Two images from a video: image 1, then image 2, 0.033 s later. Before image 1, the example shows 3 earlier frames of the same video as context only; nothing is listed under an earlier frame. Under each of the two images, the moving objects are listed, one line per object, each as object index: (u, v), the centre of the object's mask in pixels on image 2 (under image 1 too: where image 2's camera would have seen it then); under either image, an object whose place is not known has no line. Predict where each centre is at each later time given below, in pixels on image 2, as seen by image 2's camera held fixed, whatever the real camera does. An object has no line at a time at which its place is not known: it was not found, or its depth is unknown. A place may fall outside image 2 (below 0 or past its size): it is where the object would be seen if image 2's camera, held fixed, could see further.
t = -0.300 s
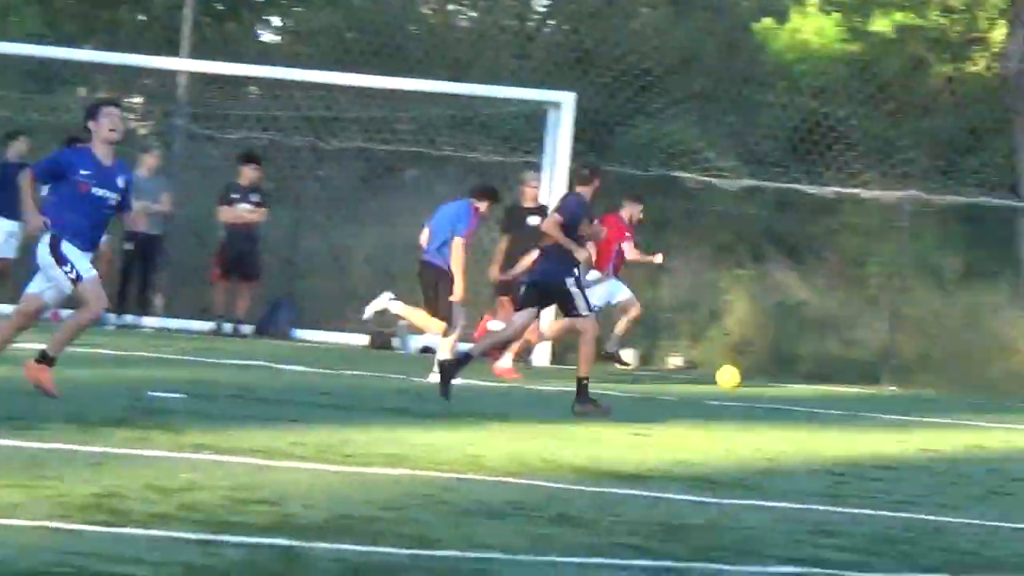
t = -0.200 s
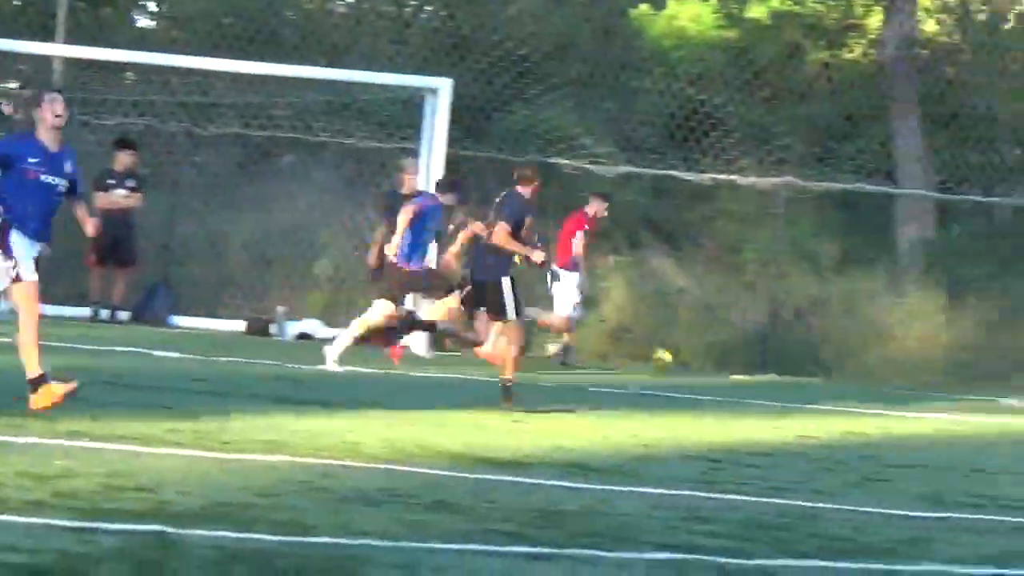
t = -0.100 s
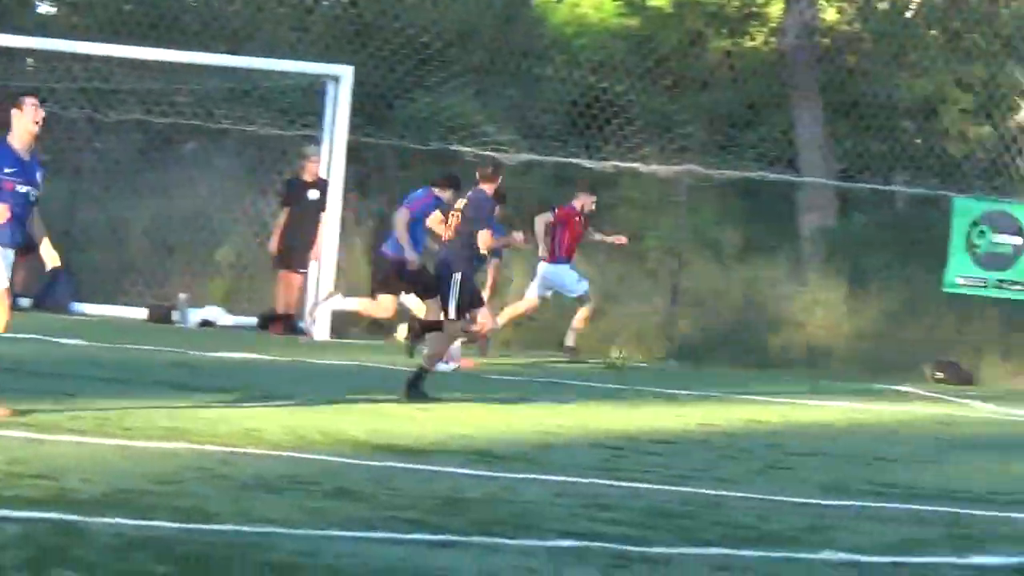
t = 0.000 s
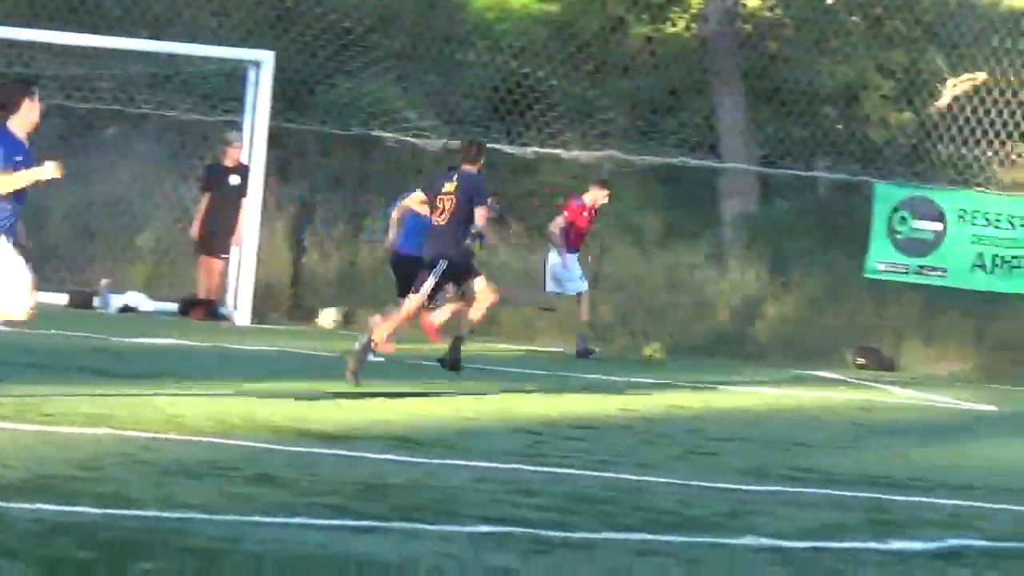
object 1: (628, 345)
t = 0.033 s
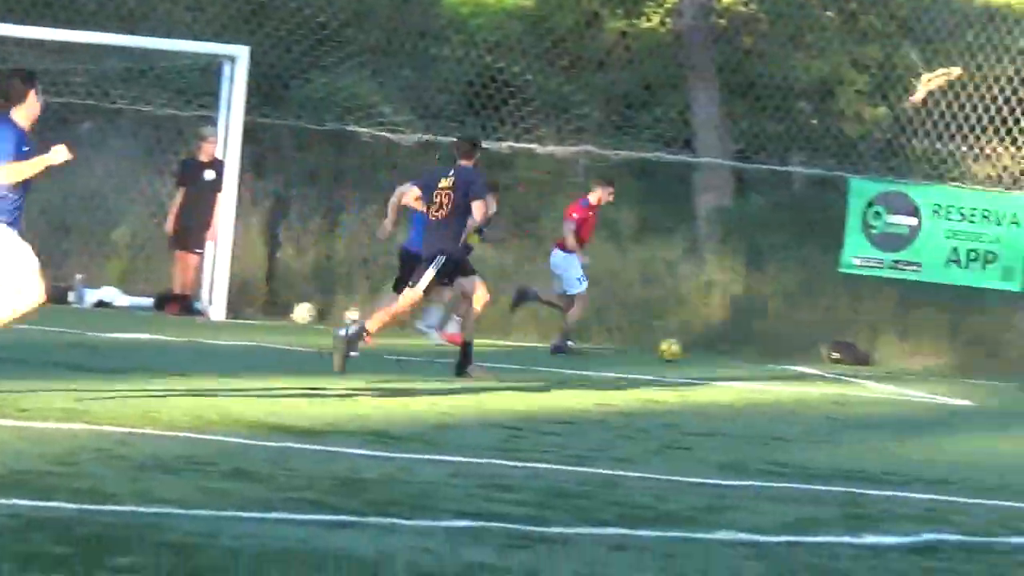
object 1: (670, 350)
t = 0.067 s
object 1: (712, 352)
